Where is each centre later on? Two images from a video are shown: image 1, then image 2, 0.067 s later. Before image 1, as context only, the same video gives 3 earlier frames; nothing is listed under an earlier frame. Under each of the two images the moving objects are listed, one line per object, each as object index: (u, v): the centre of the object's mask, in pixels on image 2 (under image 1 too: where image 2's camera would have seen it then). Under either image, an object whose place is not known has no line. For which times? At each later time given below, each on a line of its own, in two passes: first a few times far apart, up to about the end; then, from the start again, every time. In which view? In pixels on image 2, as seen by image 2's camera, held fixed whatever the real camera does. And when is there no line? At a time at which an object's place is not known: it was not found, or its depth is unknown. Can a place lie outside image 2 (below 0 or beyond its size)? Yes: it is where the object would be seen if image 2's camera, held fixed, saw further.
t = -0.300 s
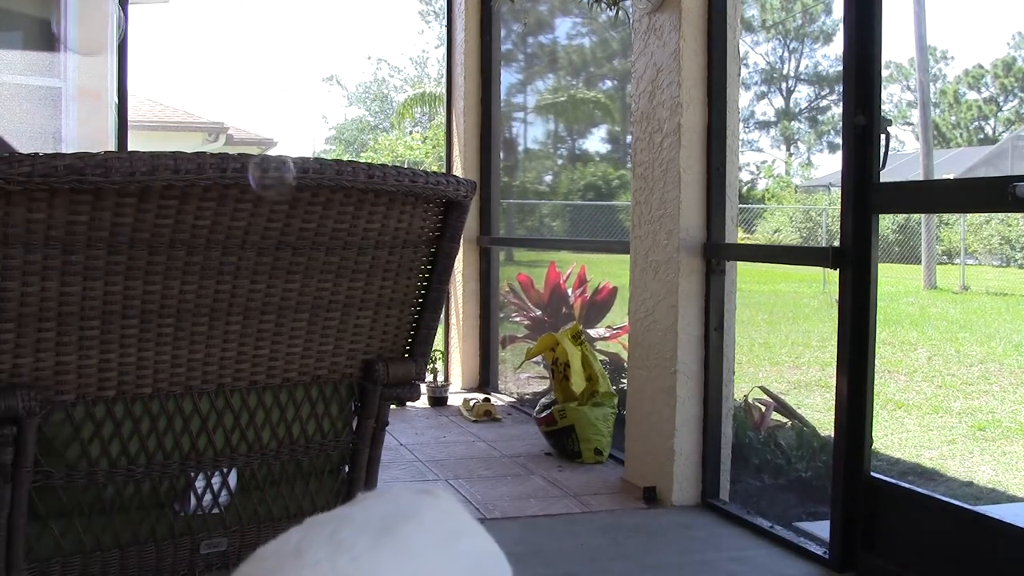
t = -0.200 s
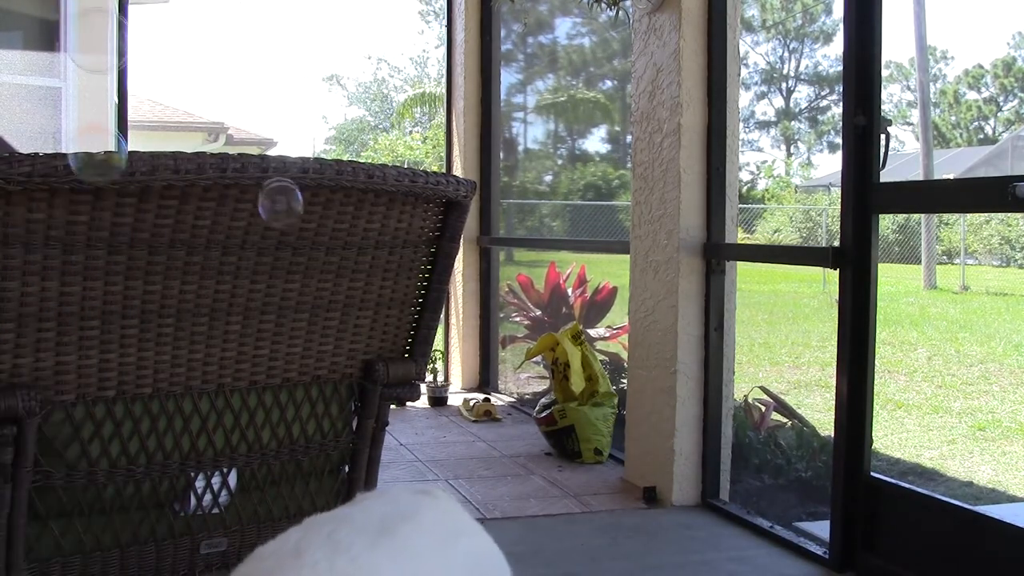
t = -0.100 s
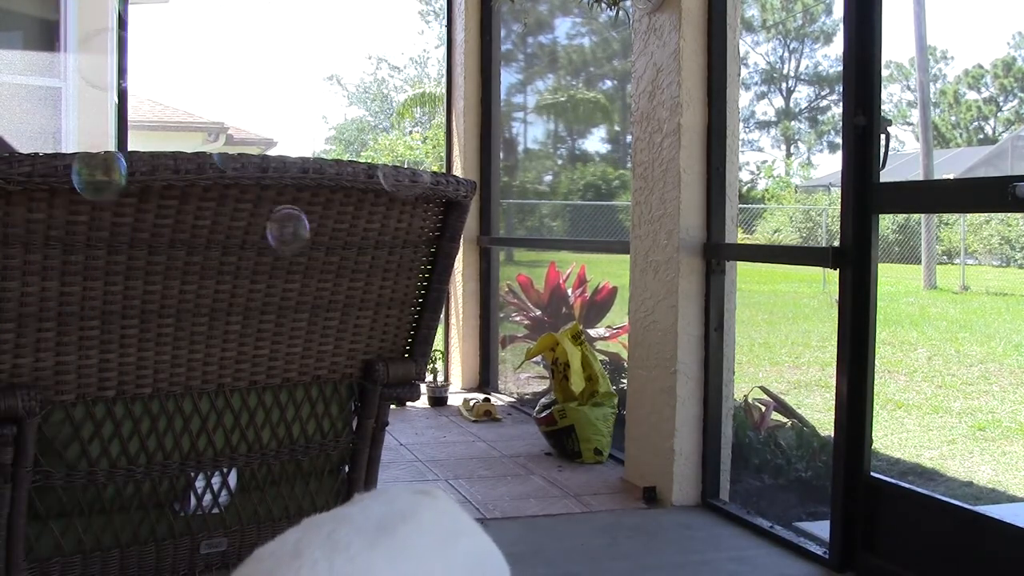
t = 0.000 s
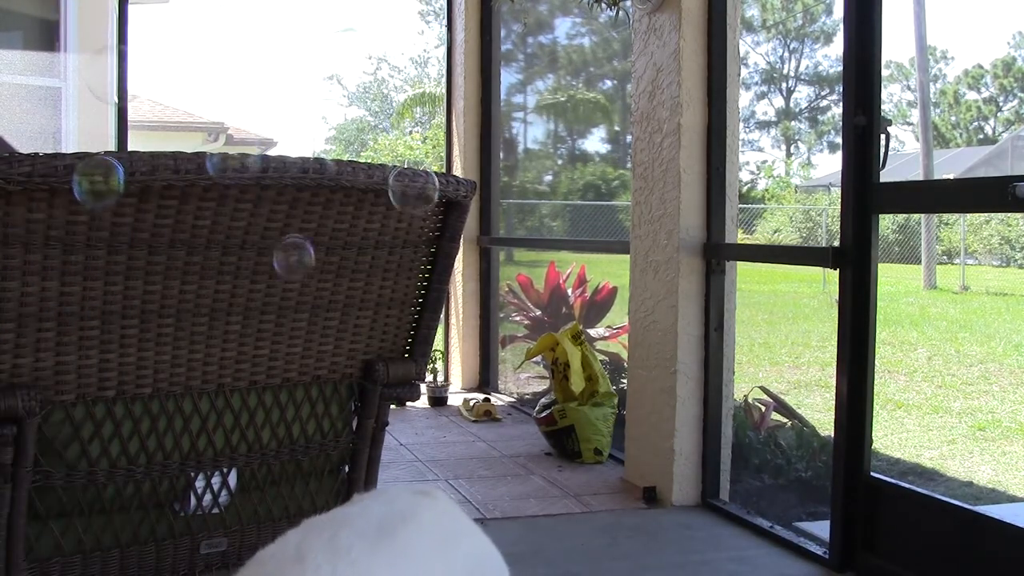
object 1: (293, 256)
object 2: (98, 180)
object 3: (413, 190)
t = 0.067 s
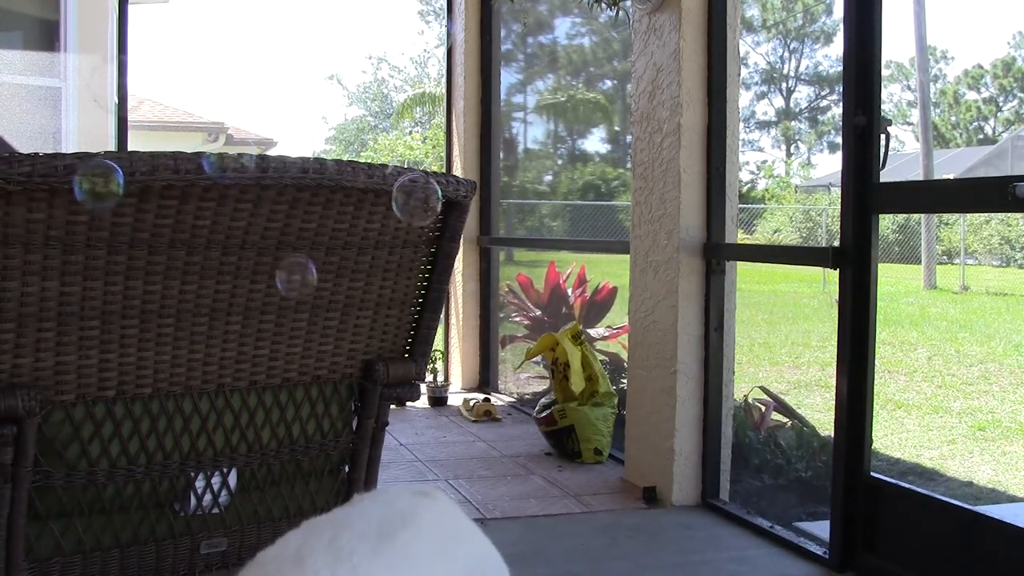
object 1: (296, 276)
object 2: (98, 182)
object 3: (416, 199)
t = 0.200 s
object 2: (100, 185)
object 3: (420, 219)
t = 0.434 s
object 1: (308, 347)
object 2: (103, 177)
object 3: (419, 252)
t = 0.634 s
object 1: (313, 363)
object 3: (420, 285)
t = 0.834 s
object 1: (323, 360)
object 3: (420, 321)
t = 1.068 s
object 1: (328, 355)
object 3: (399, 349)
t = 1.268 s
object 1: (331, 365)
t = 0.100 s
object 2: (99, 183)
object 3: (417, 205)
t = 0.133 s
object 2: (99, 184)
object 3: (419, 210)
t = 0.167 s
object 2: (99, 185)
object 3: (419, 214)
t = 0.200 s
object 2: (100, 185)
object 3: (420, 219)
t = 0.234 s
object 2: (100, 185)
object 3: (420, 223)
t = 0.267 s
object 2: (100, 184)
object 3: (420, 228)
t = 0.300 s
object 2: (101, 184)
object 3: (420, 232)
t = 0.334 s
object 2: (101, 182)
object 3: (420, 237)
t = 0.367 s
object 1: (309, 339)
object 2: (102, 181)
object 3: (420, 242)
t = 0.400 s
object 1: (308, 344)
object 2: (102, 180)
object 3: (420, 248)
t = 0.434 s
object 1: (308, 347)
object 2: (103, 177)
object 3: (419, 252)
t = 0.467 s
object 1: (308, 350)
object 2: (104, 175)
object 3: (419, 259)
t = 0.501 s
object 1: (308, 353)
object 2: (104, 171)
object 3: (419, 264)
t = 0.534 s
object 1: (309, 358)
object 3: (419, 268)
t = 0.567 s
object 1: (310, 361)
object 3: (419, 274)
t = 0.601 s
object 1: (312, 362)
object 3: (419, 278)
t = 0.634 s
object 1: (313, 363)
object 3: (420, 285)
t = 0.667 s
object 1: (315, 363)
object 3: (421, 292)
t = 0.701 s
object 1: (316, 362)
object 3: (422, 297)
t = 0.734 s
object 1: (318, 362)
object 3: (423, 304)
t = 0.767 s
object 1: (320, 362)
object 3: (423, 310)
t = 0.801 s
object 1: (322, 361)
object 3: (421, 314)
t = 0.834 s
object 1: (323, 360)
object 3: (420, 321)
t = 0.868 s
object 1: (324, 359)
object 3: (419, 326)
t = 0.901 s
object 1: (325, 357)
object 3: (416, 328)
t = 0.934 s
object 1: (326, 356)
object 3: (415, 337)
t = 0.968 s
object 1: (327, 356)
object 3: (413, 341)
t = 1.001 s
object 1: (327, 356)
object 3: (408, 344)
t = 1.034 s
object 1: (328, 355)
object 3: (404, 346)
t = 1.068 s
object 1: (328, 355)
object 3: (399, 349)
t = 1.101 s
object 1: (328, 355)
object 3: (396, 352)
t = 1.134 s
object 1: (329, 356)
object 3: (390, 358)
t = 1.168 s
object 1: (329, 357)
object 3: (387, 365)
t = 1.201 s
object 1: (329, 358)
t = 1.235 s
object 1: (330, 361)
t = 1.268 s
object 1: (331, 365)
